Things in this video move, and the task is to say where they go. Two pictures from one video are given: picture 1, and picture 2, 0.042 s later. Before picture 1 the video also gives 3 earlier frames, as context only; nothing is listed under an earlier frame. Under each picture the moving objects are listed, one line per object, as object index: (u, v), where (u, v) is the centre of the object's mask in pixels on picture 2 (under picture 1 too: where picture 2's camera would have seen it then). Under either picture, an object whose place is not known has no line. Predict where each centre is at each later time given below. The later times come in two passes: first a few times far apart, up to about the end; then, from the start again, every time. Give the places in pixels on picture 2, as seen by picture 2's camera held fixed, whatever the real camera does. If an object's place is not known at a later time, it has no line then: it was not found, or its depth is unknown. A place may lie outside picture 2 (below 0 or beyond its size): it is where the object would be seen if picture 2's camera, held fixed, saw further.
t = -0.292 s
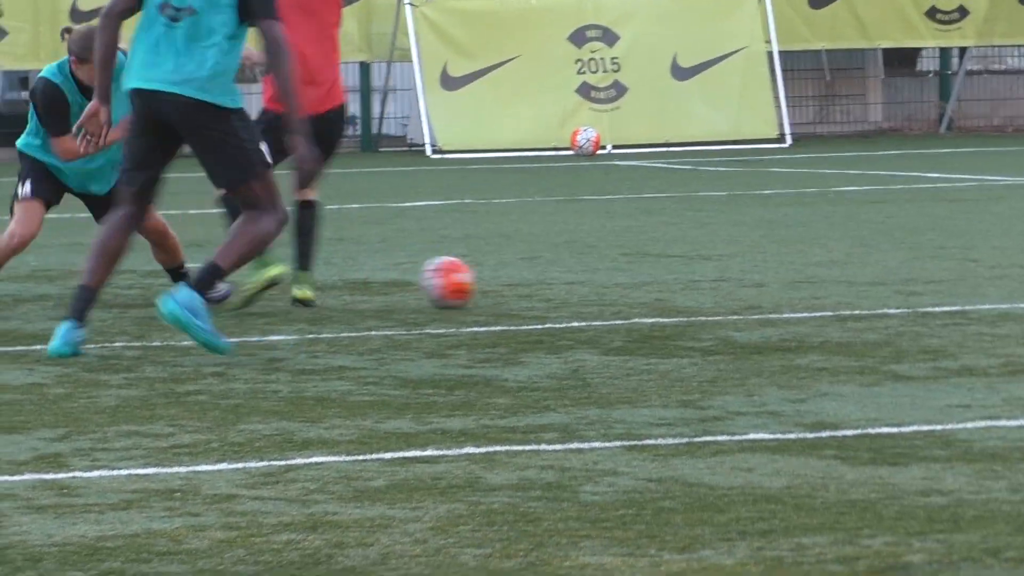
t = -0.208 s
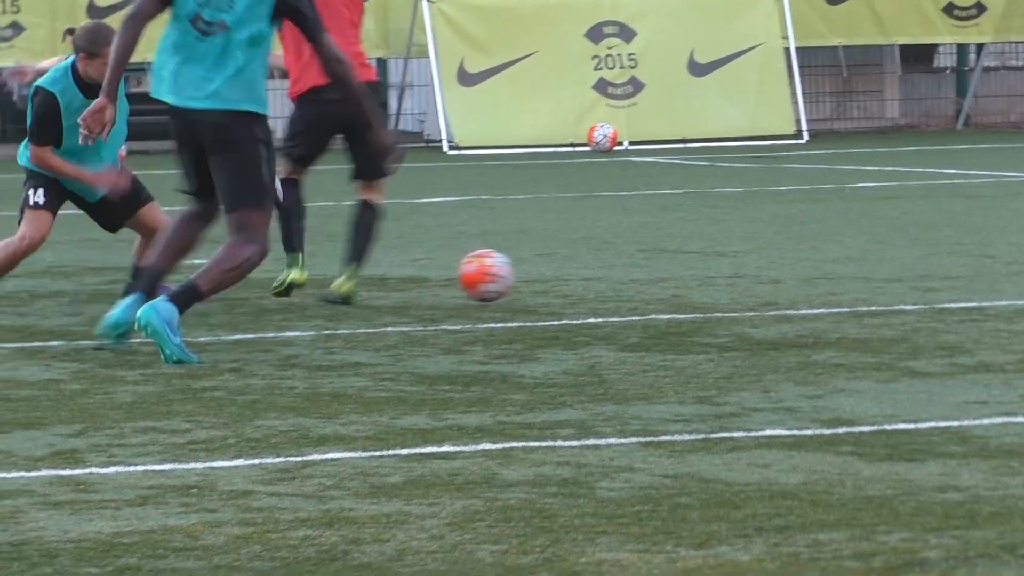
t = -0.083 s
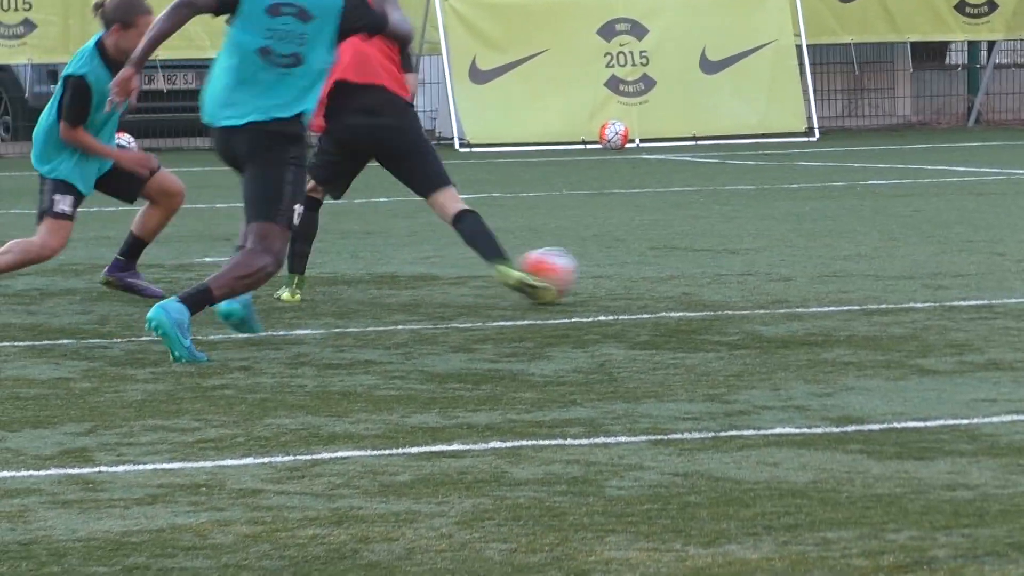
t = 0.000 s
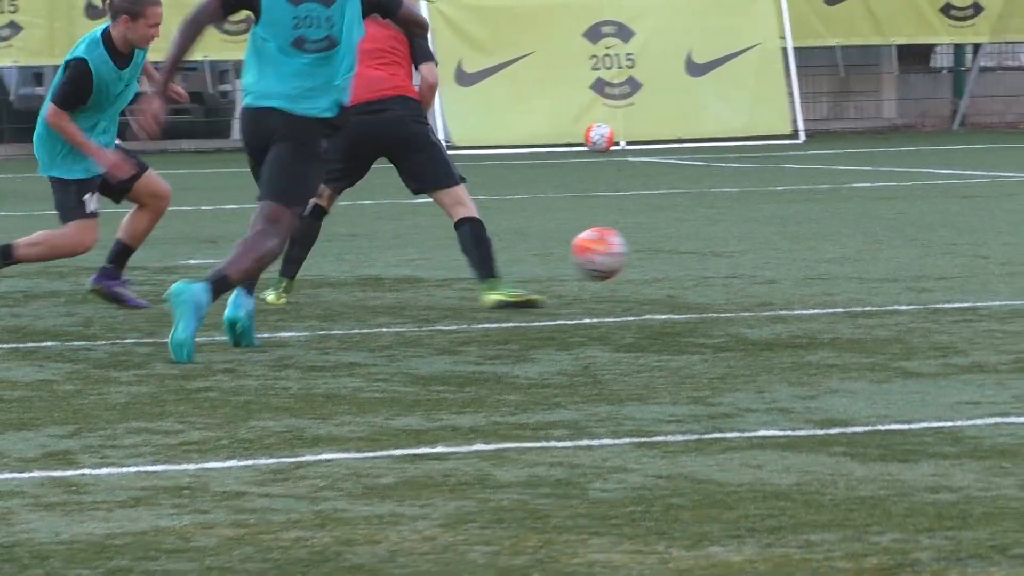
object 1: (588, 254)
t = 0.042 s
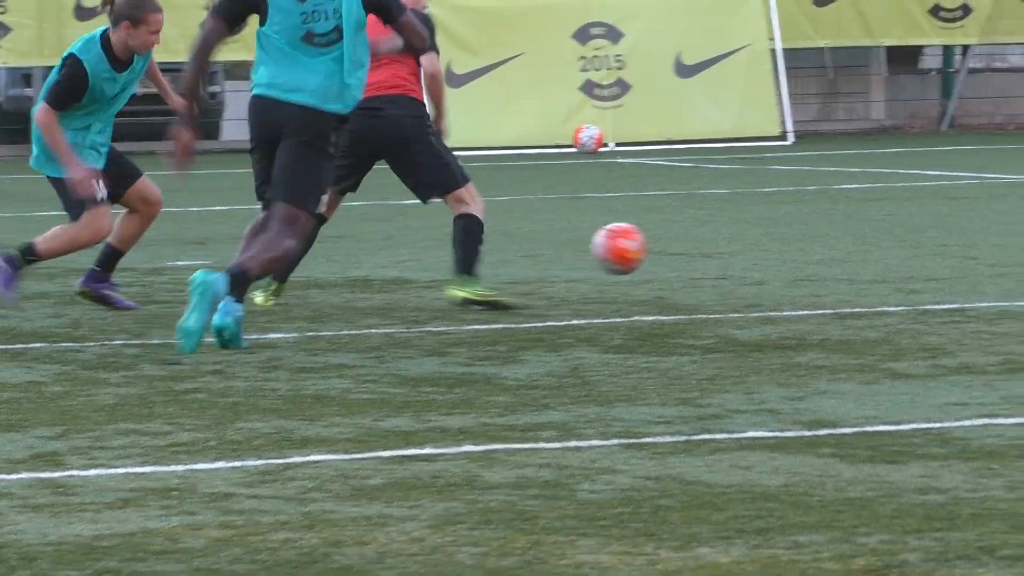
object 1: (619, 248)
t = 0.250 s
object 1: (765, 261)
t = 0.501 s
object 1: (892, 253)
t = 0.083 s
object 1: (650, 245)
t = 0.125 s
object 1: (680, 246)
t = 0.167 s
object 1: (709, 250)
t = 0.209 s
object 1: (738, 258)
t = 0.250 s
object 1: (765, 261)
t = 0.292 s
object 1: (786, 250)
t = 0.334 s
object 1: (805, 243)
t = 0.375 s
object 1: (836, 239)
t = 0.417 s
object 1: (856, 241)
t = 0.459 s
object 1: (874, 245)
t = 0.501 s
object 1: (892, 253)
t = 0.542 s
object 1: (907, 245)
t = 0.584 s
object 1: (922, 240)
